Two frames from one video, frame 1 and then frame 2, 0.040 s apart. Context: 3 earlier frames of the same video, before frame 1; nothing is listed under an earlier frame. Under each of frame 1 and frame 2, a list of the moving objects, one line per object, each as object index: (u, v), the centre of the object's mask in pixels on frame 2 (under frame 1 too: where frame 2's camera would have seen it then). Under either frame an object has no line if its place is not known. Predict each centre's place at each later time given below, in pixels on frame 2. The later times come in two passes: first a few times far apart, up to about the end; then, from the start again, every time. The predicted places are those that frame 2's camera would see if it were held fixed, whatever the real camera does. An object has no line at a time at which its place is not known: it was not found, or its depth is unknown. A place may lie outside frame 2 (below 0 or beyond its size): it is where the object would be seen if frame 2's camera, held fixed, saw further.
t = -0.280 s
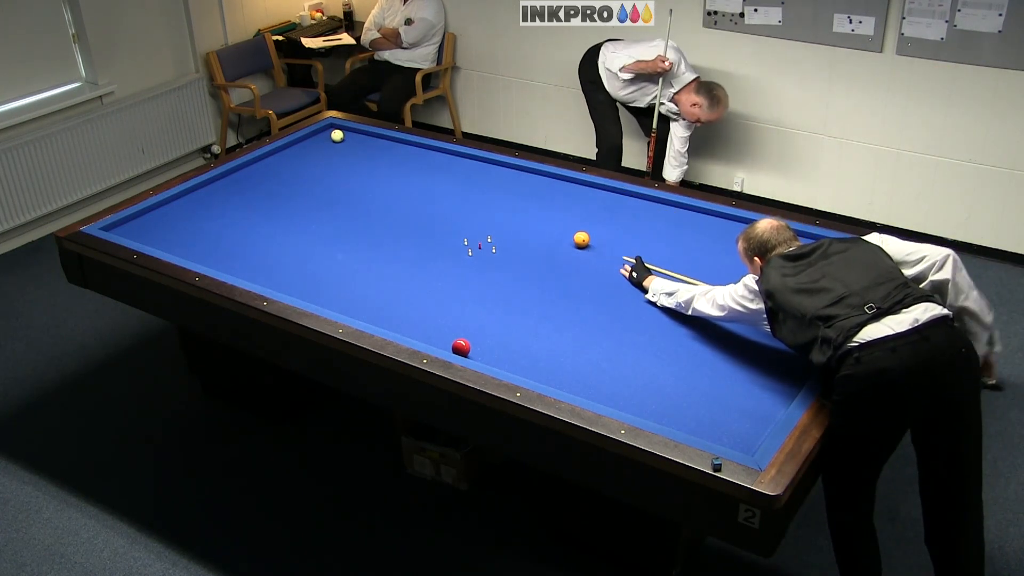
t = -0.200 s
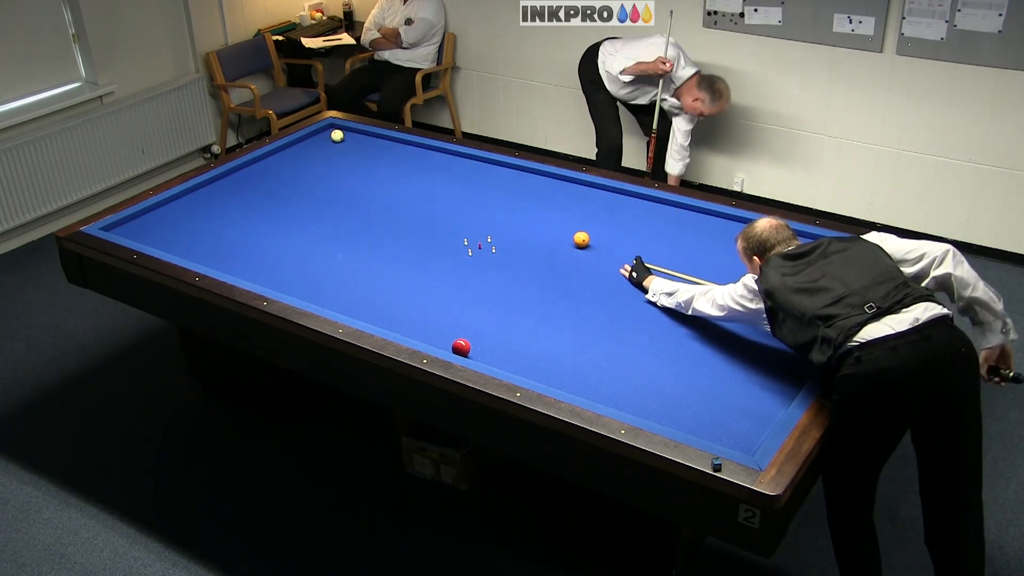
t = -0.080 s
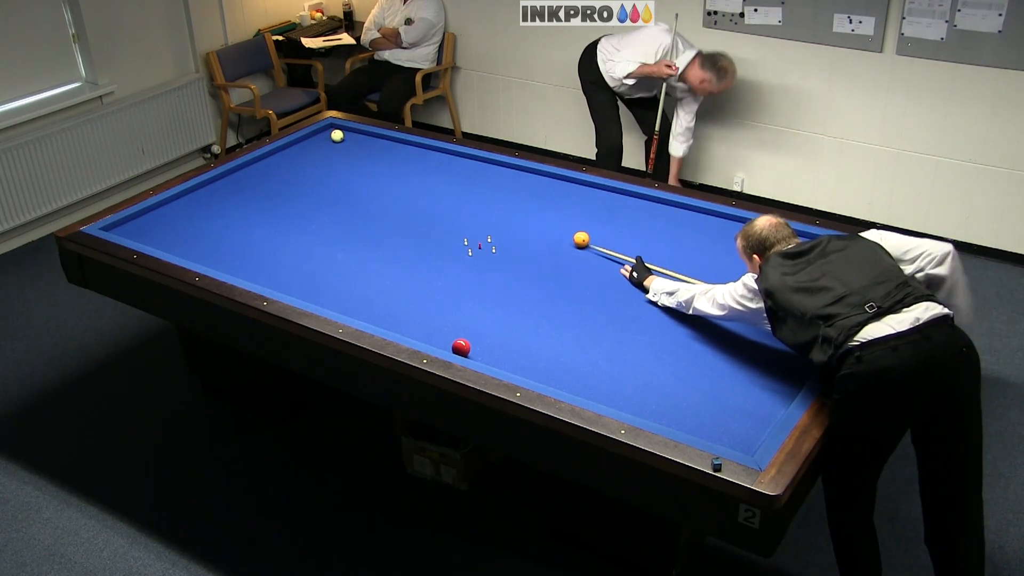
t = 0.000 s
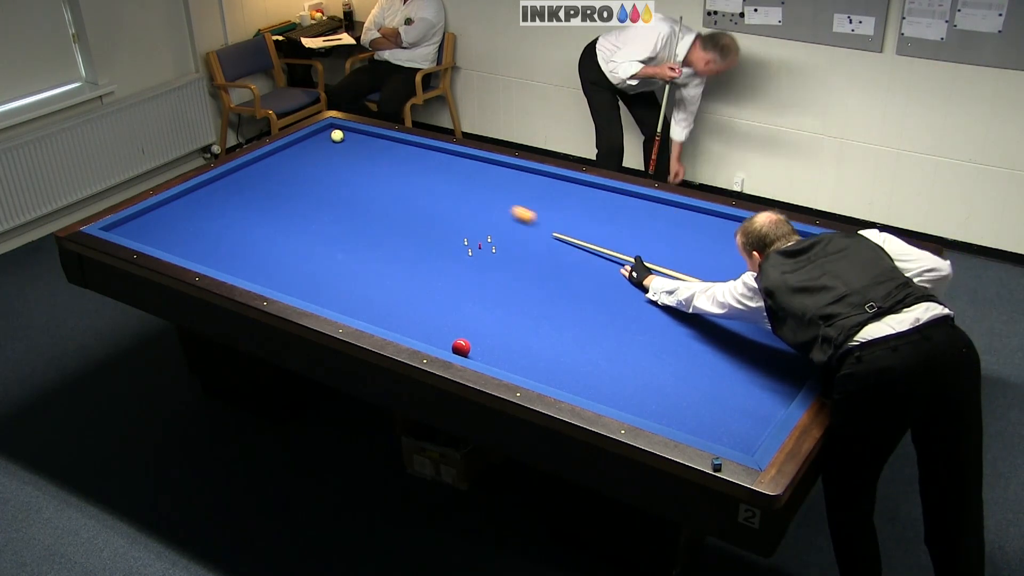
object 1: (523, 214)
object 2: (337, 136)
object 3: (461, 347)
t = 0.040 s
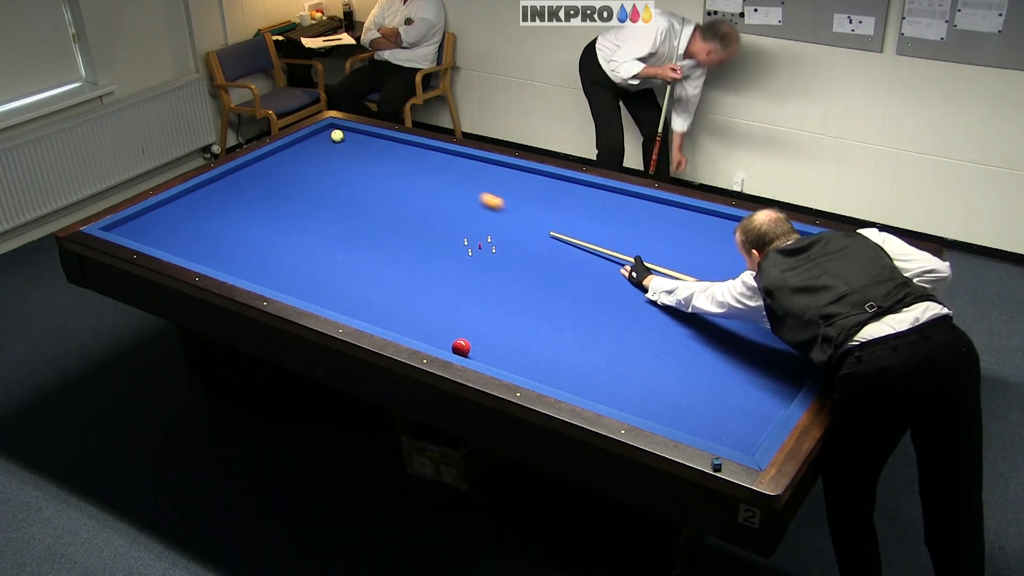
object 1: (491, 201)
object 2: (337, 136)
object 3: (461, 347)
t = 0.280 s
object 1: (344, 141)
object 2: (336, 134)
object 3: (461, 347)
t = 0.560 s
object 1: (280, 152)
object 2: (373, 161)
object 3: (461, 347)
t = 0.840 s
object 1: (245, 171)
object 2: (422, 201)
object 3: (461, 347)
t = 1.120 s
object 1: (211, 194)
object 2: (477, 245)
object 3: (461, 347)
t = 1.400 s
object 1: (175, 217)
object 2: (541, 299)
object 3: (461, 347)
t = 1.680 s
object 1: (145, 239)
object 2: (620, 363)
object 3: (461, 347)
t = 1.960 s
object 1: (190, 233)
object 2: (716, 436)
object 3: (461, 347)
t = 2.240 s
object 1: (230, 227)
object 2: (703, 425)
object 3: (461, 347)
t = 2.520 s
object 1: (270, 222)
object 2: (654, 408)
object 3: (461, 347)
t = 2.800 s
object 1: (307, 217)
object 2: (608, 392)
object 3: (461, 347)
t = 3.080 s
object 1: (344, 212)
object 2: (566, 377)
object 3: (461, 347)
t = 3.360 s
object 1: (379, 207)
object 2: (527, 363)
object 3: (461, 347)
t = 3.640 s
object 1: (413, 203)
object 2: (490, 350)
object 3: (461, 347)
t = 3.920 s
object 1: (446, 198)
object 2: (472, 336)
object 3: (451, 345)
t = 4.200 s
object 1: (477, 194)
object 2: (461, 323)
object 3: (447, 342)
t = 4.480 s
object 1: (507, 190)
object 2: (451, 311)
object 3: (443, 338)
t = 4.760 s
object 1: (537, 187)
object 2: (442, 300)
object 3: (439, 333)
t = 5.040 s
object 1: (564, 183)
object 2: (434, 290)
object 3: (437, 330)
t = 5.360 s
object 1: (579, 186)
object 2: (425, 279)
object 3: (434, 325)
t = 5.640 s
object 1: (584, 193)
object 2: (418, 271)
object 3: (432, 322)
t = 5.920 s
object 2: (412, 263)
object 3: (431, 320)
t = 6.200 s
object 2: (406, 256)
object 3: (430, 319)
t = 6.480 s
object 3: (429, 317)
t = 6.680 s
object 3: (425, 313)
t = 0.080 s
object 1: (462, 189)
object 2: (337, 136)
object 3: (461, 347)
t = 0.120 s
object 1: (435, 178)
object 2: (337, 136)
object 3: (461, 347)
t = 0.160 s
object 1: (409, 168)
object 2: (337, 136)
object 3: (461, 347)
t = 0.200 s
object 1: (385, 158)
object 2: (337, 136)
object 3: (461, 347)
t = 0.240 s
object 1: (363, 148)
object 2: (337, 136)
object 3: (461, 347)
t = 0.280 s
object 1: (344, 141)
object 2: (336, 134)
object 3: (461, 347)
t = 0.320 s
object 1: (331, 141)
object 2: (330, 127)
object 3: (461, 347)
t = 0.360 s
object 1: (321, 143)
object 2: (339, 130)
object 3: (461, 347)
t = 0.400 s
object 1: (312, 145)
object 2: (345, 136)
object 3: (461, 347)
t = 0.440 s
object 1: (303, 147)
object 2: (352, 143)
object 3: (461, 347)
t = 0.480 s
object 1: (294, 149)
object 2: (359, 149)
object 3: (461, 347)
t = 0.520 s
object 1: (287, 150)
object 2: (366, 155)
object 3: (461, 347)
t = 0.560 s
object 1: (280, 152)
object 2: (373, 161)
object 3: (461, 347)
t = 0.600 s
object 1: (272, 153)
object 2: (380, 167)
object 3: (461, 347)
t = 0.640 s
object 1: (267, 156)
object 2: (387, 173)
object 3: (461, 347)
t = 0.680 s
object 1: (263, 159)
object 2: (394, 179)
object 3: (461, 347)
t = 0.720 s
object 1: (258, 162)
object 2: (401, 184)
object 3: (461, 347)
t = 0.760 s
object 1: (254, 165)
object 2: (408, 189)
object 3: (461, 347)
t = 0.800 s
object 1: (249, 168)
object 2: (415, 195)
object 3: (461, 347)
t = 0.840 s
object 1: (245, 171)
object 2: (422, 201)
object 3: (461, 347)
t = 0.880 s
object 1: (240, 174)
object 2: (429, 207)
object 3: (461, 347)
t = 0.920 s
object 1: (235, 178)
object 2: (436, 213)
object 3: (461, 347)
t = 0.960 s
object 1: (230, 181)
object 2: (444, 219)
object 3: (461, 347)
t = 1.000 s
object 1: (225, 184)
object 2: (452, 225)
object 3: (461, 347)
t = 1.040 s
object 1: (221, 187)
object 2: (460, 232)
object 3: (461, 347)
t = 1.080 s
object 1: (216, 190)
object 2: (468, 238)
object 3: (461, 347)
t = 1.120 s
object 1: (211, 194)
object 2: (477, 245)
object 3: (461, 347)
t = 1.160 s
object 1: (206, 197)
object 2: (485, 252)
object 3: (461, 347)
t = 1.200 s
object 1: (200, 200)
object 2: (494, 260)
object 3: (461, 347)
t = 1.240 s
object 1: (195, 204)
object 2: (503, 267)
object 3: (461, 347)
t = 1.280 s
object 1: (190, 207)
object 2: (512, 275)
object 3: (461, 347)
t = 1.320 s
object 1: (185, 211)
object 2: (522, 282)
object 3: (461, 347)
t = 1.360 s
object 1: (180, 214)
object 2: (531, 290)
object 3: (461, 347)
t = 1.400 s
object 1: (175, 217)
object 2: (541, 299)
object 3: (461, 347)
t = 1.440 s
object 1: (169, 221)
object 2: (552, 307)
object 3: (461, 347)
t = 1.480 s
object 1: (164, 225)
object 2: (562, 316)
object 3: (461, 347)
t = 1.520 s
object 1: (158, 228)
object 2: (573, 325)
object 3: (461, 347)
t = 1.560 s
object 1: (153, 232)
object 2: (584, 333)
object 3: (461, 347)
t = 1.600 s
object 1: (147, 236)
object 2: (596, 343)
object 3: (461, 347)
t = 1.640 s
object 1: (142, 238)
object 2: (608, 352)
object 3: (461, 347)
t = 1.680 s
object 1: (145, 239)
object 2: (620, 363)
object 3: (461, 347)
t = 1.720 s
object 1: (153, 238)
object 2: (632, 373)
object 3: (461, 347)
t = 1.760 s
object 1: (159, 237)
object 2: (645, 383)
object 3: (461, 347)
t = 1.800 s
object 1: (166, 236)
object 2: (659, 395)
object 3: (461, 347)
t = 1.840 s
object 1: (172, 235)
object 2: (672, 405)
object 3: (461, 347)
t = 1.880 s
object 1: (178, 235)
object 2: (686, 416)
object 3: (461, 347)
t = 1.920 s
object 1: (184, 234)
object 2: (701, 427)
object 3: (461, 347)
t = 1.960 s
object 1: (190, 233)
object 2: (716, 436)
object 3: (461, 347)
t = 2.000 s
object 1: (196, 232)
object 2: (735, 441)
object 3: (461, 347)
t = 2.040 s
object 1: (202, 231)
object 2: (751, 443)
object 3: (461, 347)
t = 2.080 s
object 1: (208, 230)
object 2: (742, 439)
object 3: (461, 347)
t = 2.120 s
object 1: (213, 230)
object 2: (731, 435)
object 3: (461, 347)
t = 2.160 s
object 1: (219, 229)
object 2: (720, 431)
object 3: (461, 347)
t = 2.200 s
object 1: (225, 228)
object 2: (711, 428)
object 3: (461, 347)
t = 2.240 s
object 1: (230, 227)
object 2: (703, 425)
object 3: (461, 347)
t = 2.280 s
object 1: (236, 227)
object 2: (696, 422)
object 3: (461, 347)
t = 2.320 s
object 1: (242, 226)
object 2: (688, 420)
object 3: (461, 347)
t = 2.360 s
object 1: (247, 225)
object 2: (681, 417)
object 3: (461, 347)
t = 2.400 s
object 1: (253, 224)
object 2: (674, 415)
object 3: (461, 347)
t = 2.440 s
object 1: (259, 224)
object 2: (668, 413)
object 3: (461, 347)
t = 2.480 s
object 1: (264, 223)
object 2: (660, 410)
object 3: (461, 347)
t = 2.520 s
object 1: (270, 222)
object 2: (654, 408)
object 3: (461, 347)
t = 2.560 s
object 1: (275, 221)
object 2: (647, 405)
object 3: (461, 347)
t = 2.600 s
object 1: (281, 221)
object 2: (641, 403)
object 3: (461, 347)
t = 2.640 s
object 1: (286, 220)
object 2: (634, 401)
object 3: (461, 347)
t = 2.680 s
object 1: (291, 219)
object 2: (628, 399)
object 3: (461, 347)
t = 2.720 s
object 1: (297, 218)
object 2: (621, 396)
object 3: (461, 347)
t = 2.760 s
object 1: (302, 218)
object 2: (615, 394)
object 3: (461, 347)
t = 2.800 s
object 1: (307, 217)
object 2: (608, 392)
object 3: (461, 347)
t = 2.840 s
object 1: (313, 216)
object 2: (602, 390)
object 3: (461, 347)
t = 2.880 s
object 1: (318, 215)
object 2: (596, 388)
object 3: (461, 347)
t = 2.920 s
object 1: (324, 215)
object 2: (590, 386)
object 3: (461, 347)
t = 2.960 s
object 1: (329, 214)
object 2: (583, 384)
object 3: (461, 347)
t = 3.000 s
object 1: (334, 213)
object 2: (577, 382)
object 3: (461, 347)
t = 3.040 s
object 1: (339, 213)
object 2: (571, 379)
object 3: (461, 347)
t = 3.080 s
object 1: (344, 212)
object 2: (566, 377)
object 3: (461, 347)
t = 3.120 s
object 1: (349, 211)
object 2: (560, 375)
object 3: (461, 347)
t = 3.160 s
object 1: (355, 211)
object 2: (554, 373)
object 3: (461, 347)
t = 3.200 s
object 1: (360, 210)
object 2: (549, 371)
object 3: (461, 347)
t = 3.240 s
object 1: (364, 209)
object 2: (543, 369)
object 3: (461, 347)
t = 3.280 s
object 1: (370, 209)
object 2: (537, 367)
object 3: (461, 347)
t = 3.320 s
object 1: (375, 208)
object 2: (532, 365)
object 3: (461, 347)
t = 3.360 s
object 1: (379, 207)
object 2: (527, 363)
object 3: (461, 347)
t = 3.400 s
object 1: (384, 207)
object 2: (521, 361)
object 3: (461, 347)
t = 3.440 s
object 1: (389, 206)
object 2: (516, 359)
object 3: (461, 347)
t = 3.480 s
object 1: (394, 205)
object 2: (510, 358)
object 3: (461, 347)
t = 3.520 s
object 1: (399, 205)
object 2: (505, 356)
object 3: (461, 347)
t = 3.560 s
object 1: (404, 204)
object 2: (500, 353)
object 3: (461, 347)
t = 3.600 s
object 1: (409, 203)
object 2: (495, 352)
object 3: (461, 347)
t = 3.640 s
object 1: (413, 203)
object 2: (490, 350)
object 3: (461, 347)
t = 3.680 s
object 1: (418, 202)
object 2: (485, 348)
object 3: (461, 347)
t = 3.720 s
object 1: (423, 201)
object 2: (480, 346)
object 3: (461, 347)
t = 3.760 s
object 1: (428, 201)
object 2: (479, 344)
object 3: (458, 347)
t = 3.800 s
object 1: (432, 200)
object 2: (477, 342)
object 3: (455, 347)
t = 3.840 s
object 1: (437, 199)
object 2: (475, 340)
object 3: (453, 347)
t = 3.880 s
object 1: (441, 199)
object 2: (473, 338)
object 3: (452, 346)
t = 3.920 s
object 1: (446, 198)
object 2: (472, 336)
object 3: (451, 345)
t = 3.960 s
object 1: (451, 198)
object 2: (470, 334)
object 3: (451, 345)
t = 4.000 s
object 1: (455, 197)
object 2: (469, 332)
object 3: (450, 344)
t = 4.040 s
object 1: (460, 197)
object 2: (467, 331)
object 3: (449, 344)
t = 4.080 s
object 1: (464, 196)
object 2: (466, 329)
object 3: (448, 343)
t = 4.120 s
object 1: (469, 195)
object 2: (464, 327)
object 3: (448, 343)
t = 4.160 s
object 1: (473, 195)
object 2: (462, 325)
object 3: (447, 342)
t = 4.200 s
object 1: (477, 194)
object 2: (461, 323)
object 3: (447, 342)
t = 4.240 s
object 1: (482, 194)
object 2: (460, 321)
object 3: (446, 341)
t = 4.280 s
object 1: (486, 193)
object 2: (458, 320)
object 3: (445, 341)
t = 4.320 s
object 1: (491, 193)
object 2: (457, 318)
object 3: (445, 340)
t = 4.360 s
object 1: (495, 192)
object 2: (456, 316)
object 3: (444, 339)
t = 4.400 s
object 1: (499, 192)
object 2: (454, 315)
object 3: (444, 339)
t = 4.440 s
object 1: (503, 191)
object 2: (453, 313)
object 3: (443, 338)
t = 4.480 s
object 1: (507, 190)
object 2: (451, 311)
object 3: (443, 338)
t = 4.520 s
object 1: (512, 190)
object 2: (450, 310)
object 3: (442, 337)
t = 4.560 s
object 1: (516, 189)
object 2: (448, 308)
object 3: (442, 337)
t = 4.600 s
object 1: (520, 189)
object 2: (447, 307)
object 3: (441, 336)
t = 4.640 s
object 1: (524, 188)
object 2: (446, 305)
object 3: (441, 335)
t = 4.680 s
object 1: (528, 188)
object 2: (445, 303)
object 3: (440, 335)
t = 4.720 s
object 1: (532, 187)
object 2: (443, 302)
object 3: (440, 334)
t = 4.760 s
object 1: (537, 187)
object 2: (442, 300)
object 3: (439, 333)
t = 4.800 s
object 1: (540, 186)
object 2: (441, 299)
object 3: (439, 333)
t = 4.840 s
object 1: (544, 186)
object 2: (440, 297)
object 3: (438, 332)
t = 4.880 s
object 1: (548, 185)
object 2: (439, 296)
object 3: (438, 332)
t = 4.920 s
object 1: (552, 185)
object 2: (437, 295)
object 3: (438, 331)
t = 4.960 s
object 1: (556, 184)
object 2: (436, 293)
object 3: (437, 331)
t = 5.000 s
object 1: (560, 184)
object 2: (435, 292)
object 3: (437, 330)
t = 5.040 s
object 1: (564, 183)
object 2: (434, 290)
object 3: (437, 330)
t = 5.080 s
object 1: (568, 183)
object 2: (433, 289)
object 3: (436, 329)
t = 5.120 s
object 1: (572, 182)
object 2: (431, 287)
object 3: (436, 328)
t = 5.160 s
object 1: (575, 182)
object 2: (430, 286)
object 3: (436, 328)
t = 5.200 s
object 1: (576, 183)
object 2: (429, 285)
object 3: (435, 327)
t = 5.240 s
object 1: (577, 184)
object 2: (428, 283)
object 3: (435, 326)
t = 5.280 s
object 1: (577, 185)
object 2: (427, 282)
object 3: (434, 326)
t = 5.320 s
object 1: (578, 186)
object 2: (426, 281)
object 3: (434, 326)
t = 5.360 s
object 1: (579, 186)
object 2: (425, 279)
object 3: (434, 325)
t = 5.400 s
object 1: (580, 187)
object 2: (424, 278)
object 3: (434, 325)
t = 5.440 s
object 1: (581, 188)
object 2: (423, 277)
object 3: (433, 324)
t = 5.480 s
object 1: (581, 189)
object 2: (422, 276)
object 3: (433, 324)
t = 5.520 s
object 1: (582, 190)
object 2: (421, 274)
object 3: (433, 323)
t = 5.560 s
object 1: (583, 191)
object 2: (420, 273)
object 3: (433, 323)
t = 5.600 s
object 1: (583, 192)
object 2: (419, 272)
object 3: (432, 323)
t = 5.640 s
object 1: (584, 193)
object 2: (418, 271)
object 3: (432, 322)
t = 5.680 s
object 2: (417, 270)
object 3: (432, 322)
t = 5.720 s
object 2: (416, 269)
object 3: (432, 321)
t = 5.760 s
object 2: (415, 267)
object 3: (432, 321)
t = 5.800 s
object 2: (414, 266)
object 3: (431, 321)
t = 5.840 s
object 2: (414, 265)
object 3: (431, 321)
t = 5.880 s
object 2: (413, 264)
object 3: (431, 320)
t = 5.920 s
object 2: (412, 263)
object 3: (431, 320)
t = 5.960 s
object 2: (411, 262)
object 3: (431, 320)
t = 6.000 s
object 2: (410, 261)
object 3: (431, 320)
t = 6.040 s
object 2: (409, 260)
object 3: (430, 320)
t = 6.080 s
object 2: (409, 259)
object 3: (430, 319)
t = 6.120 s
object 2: (408, 258)
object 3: (430, 319)
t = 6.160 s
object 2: (407, 257)
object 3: (430, 319)
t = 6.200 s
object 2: (406, 256)
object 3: (430, 319)
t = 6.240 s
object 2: (405, 255)
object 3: (430, 318)
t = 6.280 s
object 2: (405, 254)
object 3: (430, 318)
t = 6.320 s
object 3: (430, 318)
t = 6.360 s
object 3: (430, 318)
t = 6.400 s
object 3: (430, 318)
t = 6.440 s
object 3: (430, 318)
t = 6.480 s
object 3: (429, 317)
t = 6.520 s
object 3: (429, 317)
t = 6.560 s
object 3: (429, 317)
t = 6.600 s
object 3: (429, 317)
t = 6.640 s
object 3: (427, 316)
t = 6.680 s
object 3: (425, 313)
